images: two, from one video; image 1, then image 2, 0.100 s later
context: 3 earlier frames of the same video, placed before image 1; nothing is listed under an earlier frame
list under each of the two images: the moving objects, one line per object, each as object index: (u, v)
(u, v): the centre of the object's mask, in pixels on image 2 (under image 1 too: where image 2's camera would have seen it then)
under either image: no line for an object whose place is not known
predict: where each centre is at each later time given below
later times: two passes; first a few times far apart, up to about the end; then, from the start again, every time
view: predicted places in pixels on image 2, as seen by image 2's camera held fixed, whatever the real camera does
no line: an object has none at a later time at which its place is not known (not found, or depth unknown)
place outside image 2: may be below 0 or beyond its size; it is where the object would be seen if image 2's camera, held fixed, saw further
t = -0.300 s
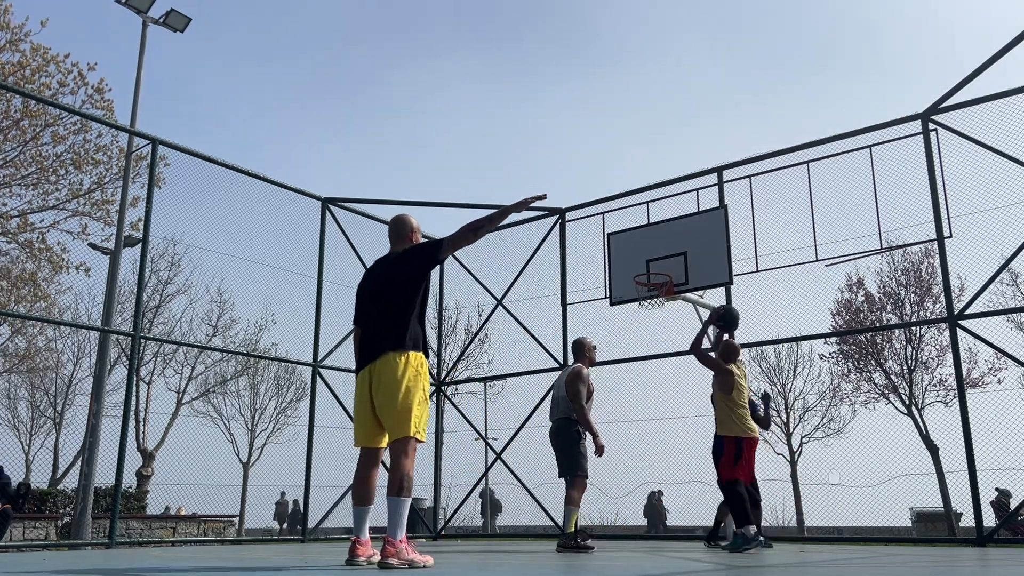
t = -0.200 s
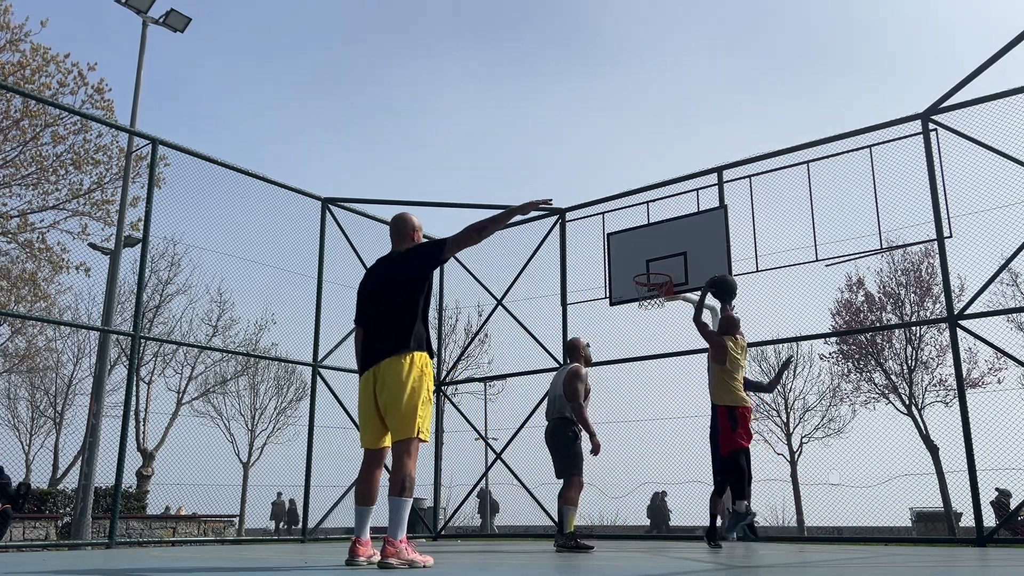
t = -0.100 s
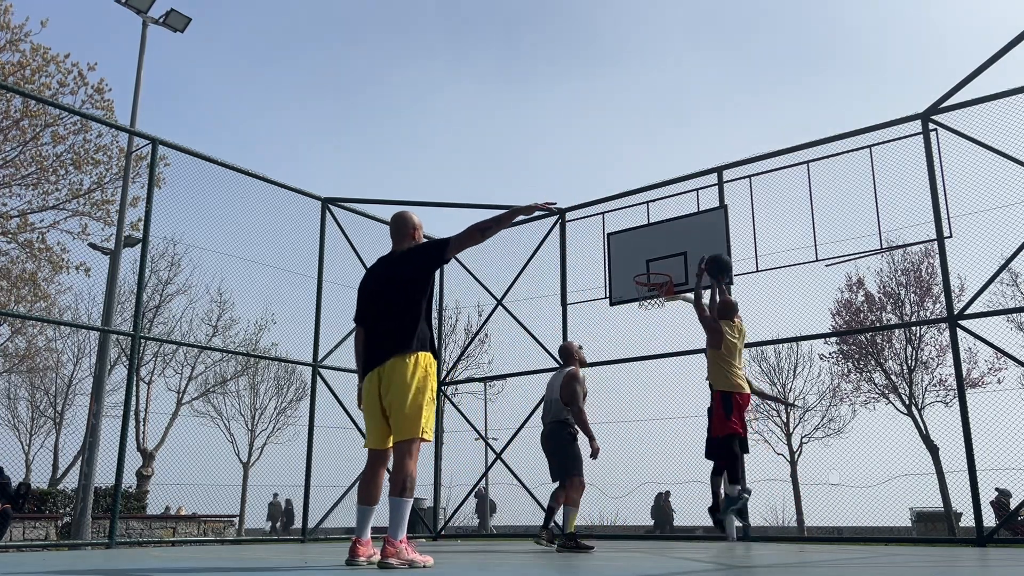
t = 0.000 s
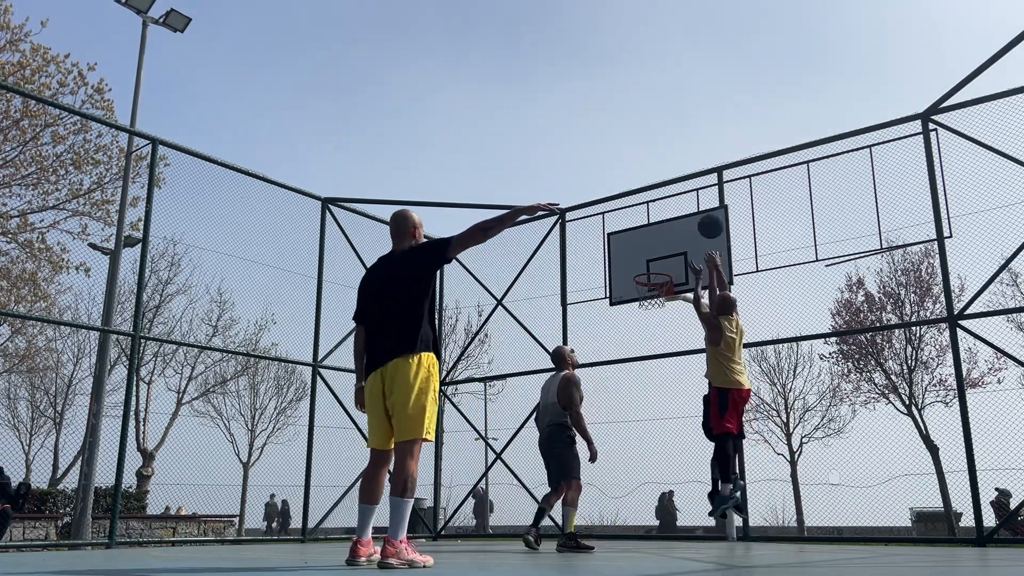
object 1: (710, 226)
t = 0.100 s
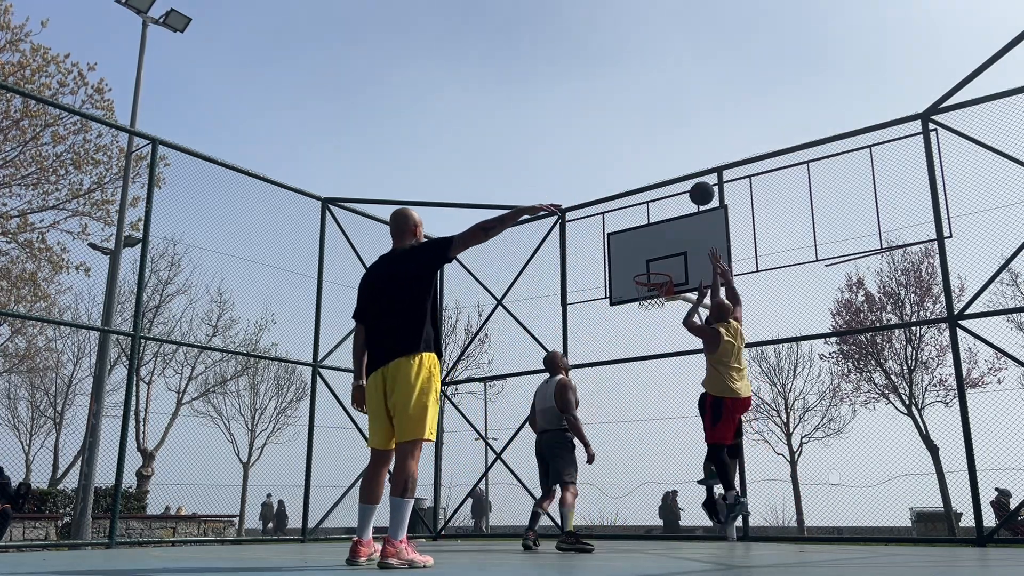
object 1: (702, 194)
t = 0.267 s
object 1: (690, 165)
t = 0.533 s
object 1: (676, 171)
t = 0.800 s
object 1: (667, 229)
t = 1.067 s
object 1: (645, 285)
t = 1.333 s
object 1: (649, 300)
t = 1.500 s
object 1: (663, 327)
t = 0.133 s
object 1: (699, 185)
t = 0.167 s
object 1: (696, 178)
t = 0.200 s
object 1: (694, 173)
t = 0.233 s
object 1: (692, 168)
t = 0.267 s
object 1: (690, 165)
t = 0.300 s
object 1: (688, 162)
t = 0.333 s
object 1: (686, 161)
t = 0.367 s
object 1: (684, 160)
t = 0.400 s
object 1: (682, 161)
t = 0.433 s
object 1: (681, 162)
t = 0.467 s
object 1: (679, 164)
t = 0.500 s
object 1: (678, 167)
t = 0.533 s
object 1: (676, 171)
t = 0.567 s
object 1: (675, 176)
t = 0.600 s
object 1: (674, 181)
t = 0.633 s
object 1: (672, 187)
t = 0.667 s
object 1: (671, 194)
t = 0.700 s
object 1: (670, 202)
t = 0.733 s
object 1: (669, 210)
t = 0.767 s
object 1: (668, 219)
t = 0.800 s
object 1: (667, 229)
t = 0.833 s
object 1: (666, 239)
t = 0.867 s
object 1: (664, 249)
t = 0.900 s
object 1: (664, 261)
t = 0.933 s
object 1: (663, 272)
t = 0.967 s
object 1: (656, 277)
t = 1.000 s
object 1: (651, 283)
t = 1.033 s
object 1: (648, 284)
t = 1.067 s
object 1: (645, 285)
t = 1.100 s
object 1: (642, 287)
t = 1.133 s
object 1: (640, 290)
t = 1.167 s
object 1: (638, 292)
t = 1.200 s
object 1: (639, 293)
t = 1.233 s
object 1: (640, 294)
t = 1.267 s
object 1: (643, 295)
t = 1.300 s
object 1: (646, 297)
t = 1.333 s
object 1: (649, 300)
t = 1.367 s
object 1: (652, 303)
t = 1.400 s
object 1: (655, 308)
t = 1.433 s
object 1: (658, 313)
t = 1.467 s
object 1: (660, 319)
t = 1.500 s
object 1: (663, 327)
